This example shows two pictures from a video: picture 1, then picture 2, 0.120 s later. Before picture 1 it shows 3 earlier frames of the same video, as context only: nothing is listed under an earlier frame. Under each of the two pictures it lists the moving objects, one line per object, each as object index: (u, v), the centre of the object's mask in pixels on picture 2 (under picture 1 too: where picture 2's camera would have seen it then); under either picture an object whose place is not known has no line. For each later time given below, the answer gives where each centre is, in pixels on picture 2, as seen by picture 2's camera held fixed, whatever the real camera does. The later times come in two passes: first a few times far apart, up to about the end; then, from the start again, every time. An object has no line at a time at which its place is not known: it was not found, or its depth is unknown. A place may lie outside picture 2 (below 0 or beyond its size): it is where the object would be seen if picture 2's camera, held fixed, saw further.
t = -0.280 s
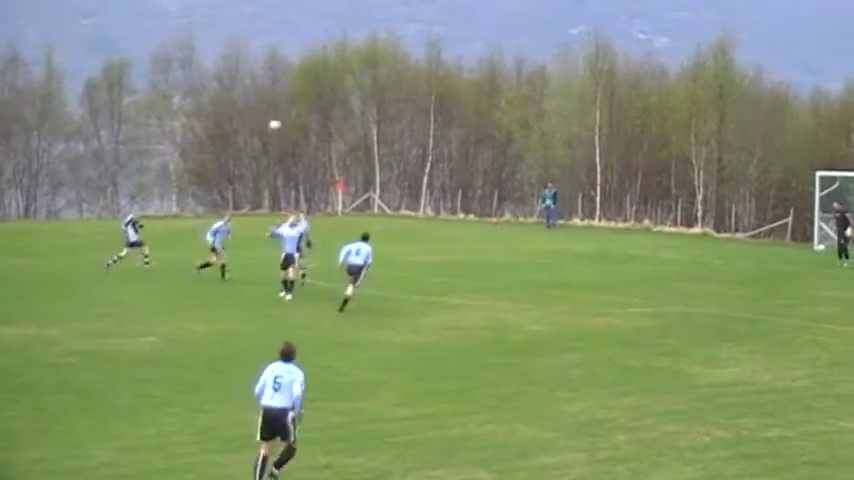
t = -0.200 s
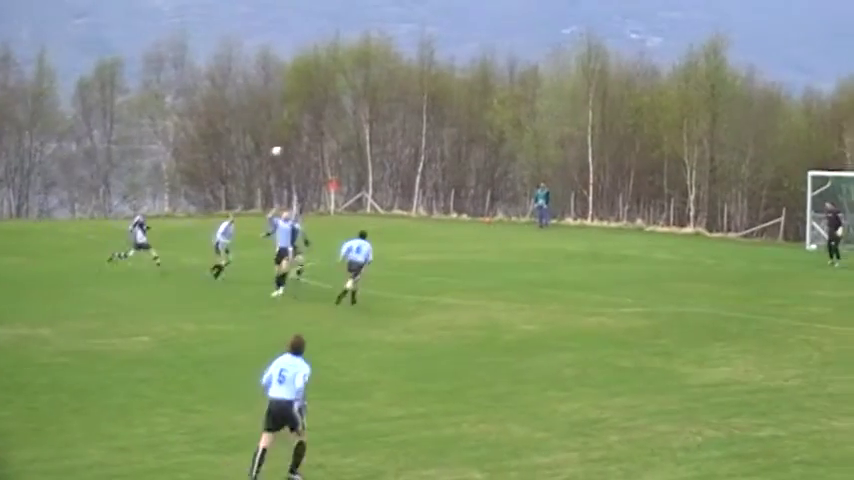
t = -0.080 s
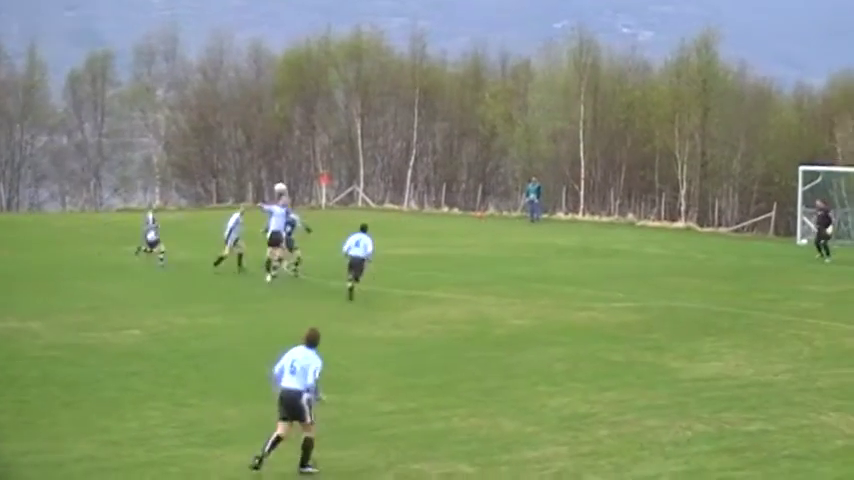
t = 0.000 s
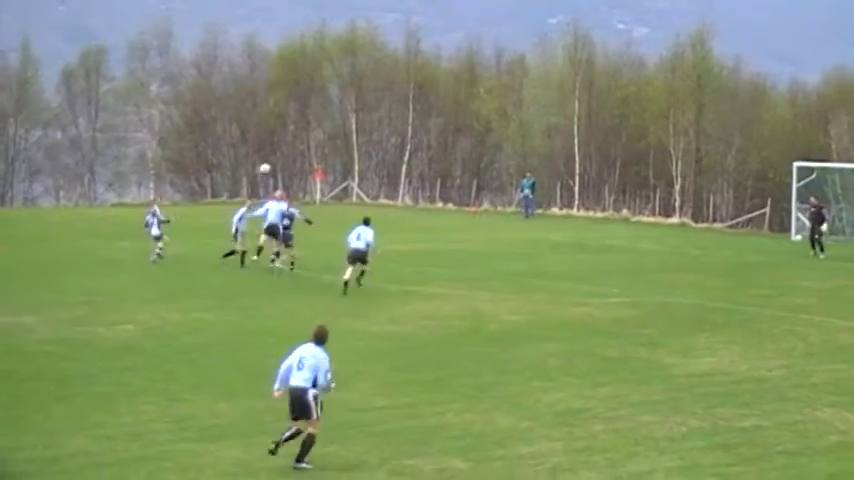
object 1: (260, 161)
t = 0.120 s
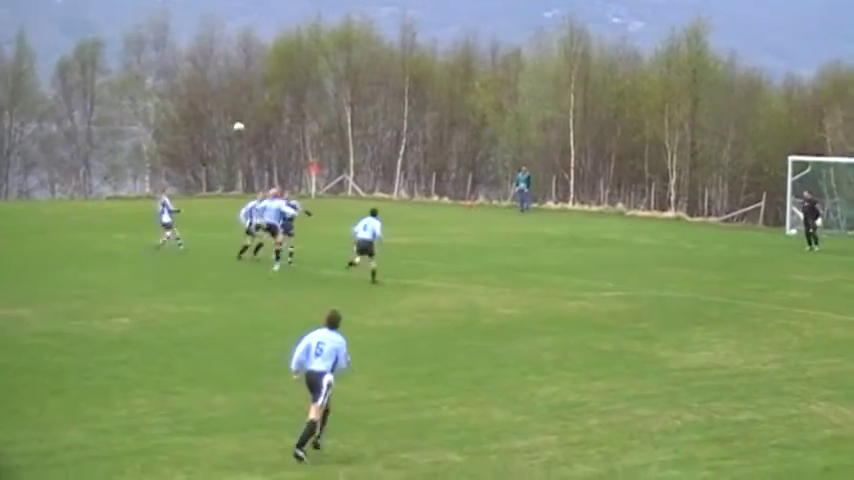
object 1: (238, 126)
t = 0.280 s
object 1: (211, 92)
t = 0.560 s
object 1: (169, 63)
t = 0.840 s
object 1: (132, 67)
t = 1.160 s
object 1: (95, 106)
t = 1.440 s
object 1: (67, 167)
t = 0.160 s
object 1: (232, 116)
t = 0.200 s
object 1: (225, 107)
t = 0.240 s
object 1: (218, 99)
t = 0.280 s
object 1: (211, 92)
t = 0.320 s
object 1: (205, 86)
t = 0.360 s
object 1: (199, 80)
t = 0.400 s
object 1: (192, 76)
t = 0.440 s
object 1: (186, 71)
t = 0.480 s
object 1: (180, 68)
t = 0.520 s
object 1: (174, 65)
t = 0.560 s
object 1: (169, 63)
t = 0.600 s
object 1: (163, 62)
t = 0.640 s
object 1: (158, 61)
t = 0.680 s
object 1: (153, 61)
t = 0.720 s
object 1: (147, 62)
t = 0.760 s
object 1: (141, 63)
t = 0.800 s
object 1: (136, 65)
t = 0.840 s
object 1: (132, 67)
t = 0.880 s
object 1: (127, 70)
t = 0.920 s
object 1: (122, 74)
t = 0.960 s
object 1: (117, 78)
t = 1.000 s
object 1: (113, 82)
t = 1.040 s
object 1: (108, 88)
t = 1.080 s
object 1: (103, 93)
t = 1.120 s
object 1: (99, 100)
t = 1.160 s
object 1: (95, 106)
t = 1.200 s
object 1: (90, 113)
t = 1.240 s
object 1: (86, 122)
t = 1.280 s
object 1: (82, 130)
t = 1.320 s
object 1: (78, 138)
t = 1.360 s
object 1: (75, 148)
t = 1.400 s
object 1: (71, 157)
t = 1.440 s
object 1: (67, 167)
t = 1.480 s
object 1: (64, 177)
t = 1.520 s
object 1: (60, 188)
